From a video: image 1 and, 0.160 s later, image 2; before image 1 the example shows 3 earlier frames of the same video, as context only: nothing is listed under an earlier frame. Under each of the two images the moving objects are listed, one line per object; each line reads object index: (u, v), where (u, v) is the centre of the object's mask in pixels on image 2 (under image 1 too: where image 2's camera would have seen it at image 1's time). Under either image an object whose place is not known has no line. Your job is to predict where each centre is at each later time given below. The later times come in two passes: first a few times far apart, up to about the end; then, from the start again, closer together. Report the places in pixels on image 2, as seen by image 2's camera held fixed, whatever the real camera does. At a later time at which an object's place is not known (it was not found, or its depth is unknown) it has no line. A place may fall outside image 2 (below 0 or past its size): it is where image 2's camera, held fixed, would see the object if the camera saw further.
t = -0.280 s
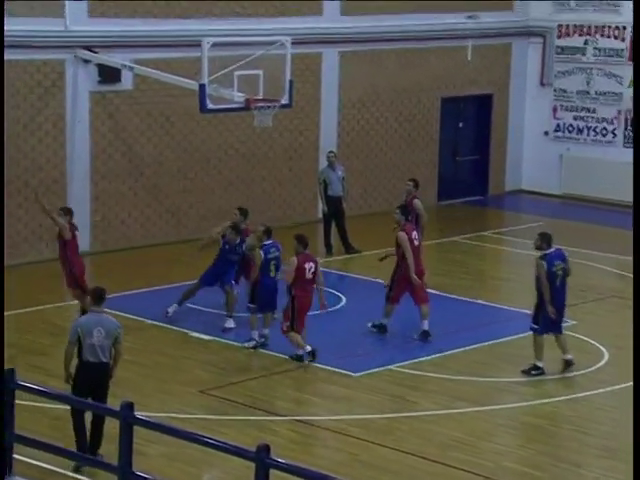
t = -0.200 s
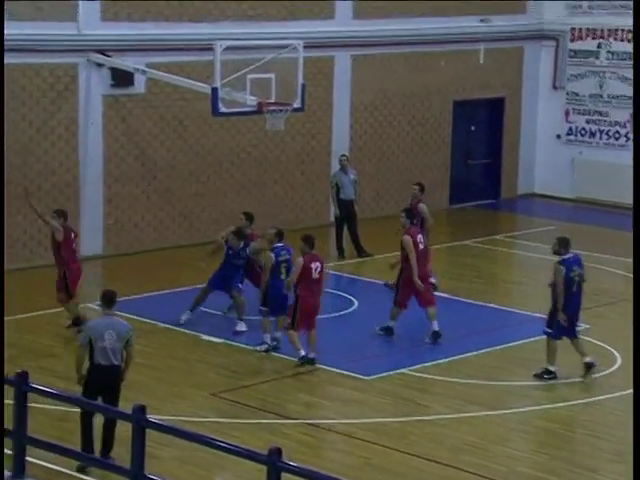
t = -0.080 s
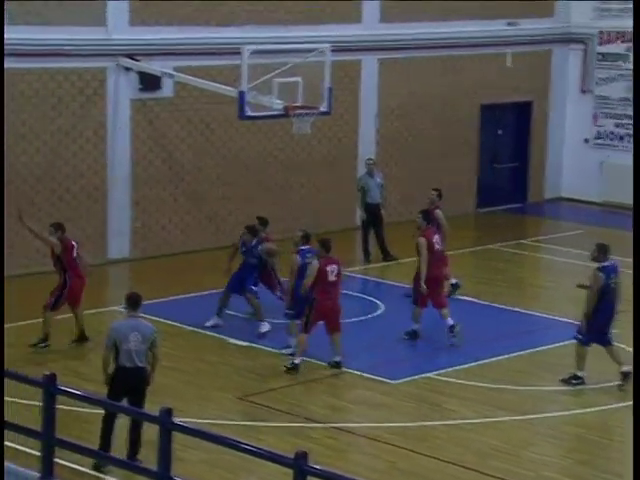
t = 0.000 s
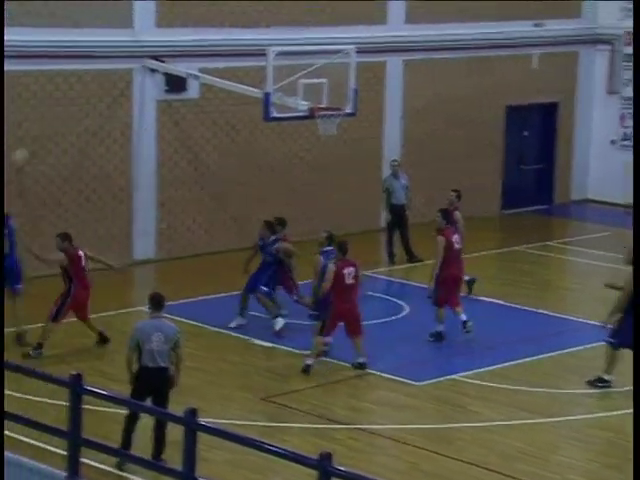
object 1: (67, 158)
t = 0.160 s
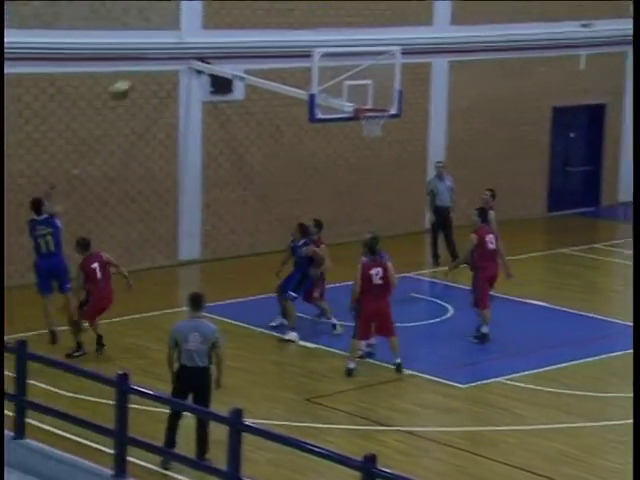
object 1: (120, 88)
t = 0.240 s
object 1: (148, 65)
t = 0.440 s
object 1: (202, 25)
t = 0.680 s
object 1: (269, 17)
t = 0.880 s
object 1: (317, 38)
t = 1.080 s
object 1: (363, 83)
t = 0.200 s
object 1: (132, 77)
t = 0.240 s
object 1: (148, 65)
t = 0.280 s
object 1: (157, 54)
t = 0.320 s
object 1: (167, 45)
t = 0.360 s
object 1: (182, 35)
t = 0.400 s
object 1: (192, 30)
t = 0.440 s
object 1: (202, 25)
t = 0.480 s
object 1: (216, 19)
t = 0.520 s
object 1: (226, 16)
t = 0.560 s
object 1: (237, 15)
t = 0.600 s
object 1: (246, 14)
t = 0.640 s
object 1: (257, 15)
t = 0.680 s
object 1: (269, 17)
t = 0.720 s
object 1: (280, 18)
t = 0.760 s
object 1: (289, 21)
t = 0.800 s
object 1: (298, 26)
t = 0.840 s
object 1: (307, 32)
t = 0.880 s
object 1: (317, 38)
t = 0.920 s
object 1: (327, 47)
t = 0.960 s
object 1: (335, 54)
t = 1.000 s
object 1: (344, 62)
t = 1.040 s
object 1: (353, 73)
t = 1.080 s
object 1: (363, 83)
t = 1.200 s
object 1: (377, 119)
